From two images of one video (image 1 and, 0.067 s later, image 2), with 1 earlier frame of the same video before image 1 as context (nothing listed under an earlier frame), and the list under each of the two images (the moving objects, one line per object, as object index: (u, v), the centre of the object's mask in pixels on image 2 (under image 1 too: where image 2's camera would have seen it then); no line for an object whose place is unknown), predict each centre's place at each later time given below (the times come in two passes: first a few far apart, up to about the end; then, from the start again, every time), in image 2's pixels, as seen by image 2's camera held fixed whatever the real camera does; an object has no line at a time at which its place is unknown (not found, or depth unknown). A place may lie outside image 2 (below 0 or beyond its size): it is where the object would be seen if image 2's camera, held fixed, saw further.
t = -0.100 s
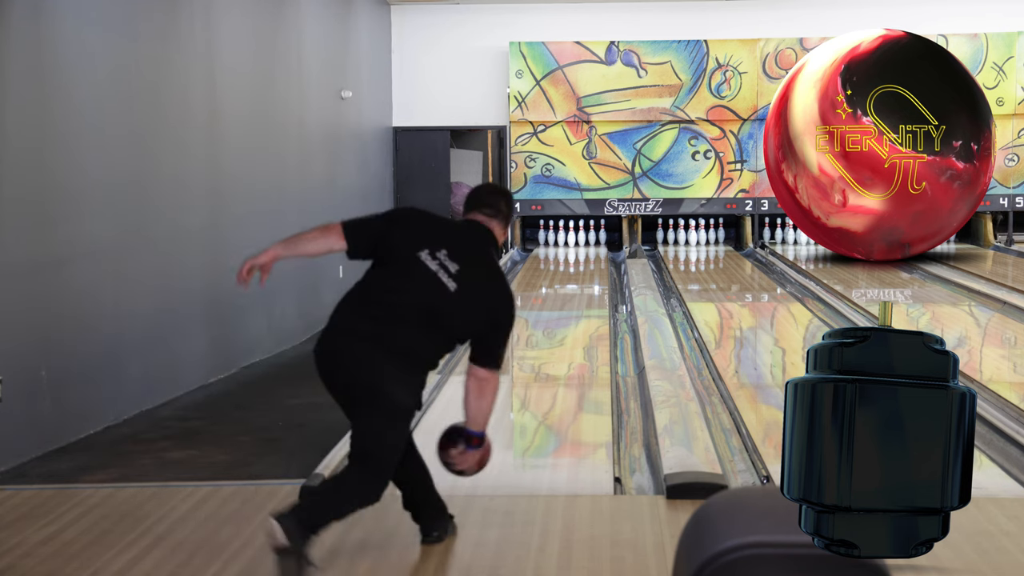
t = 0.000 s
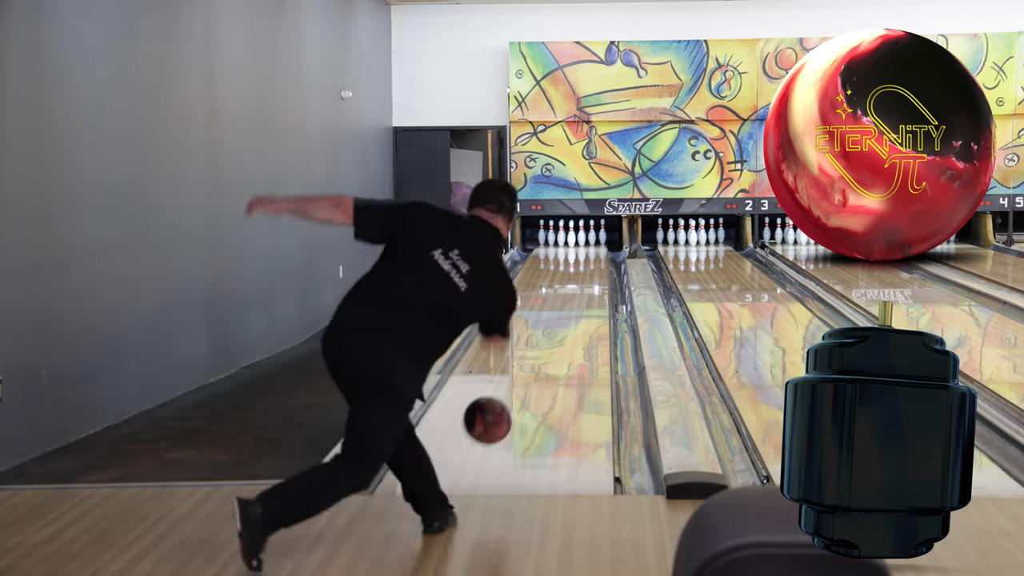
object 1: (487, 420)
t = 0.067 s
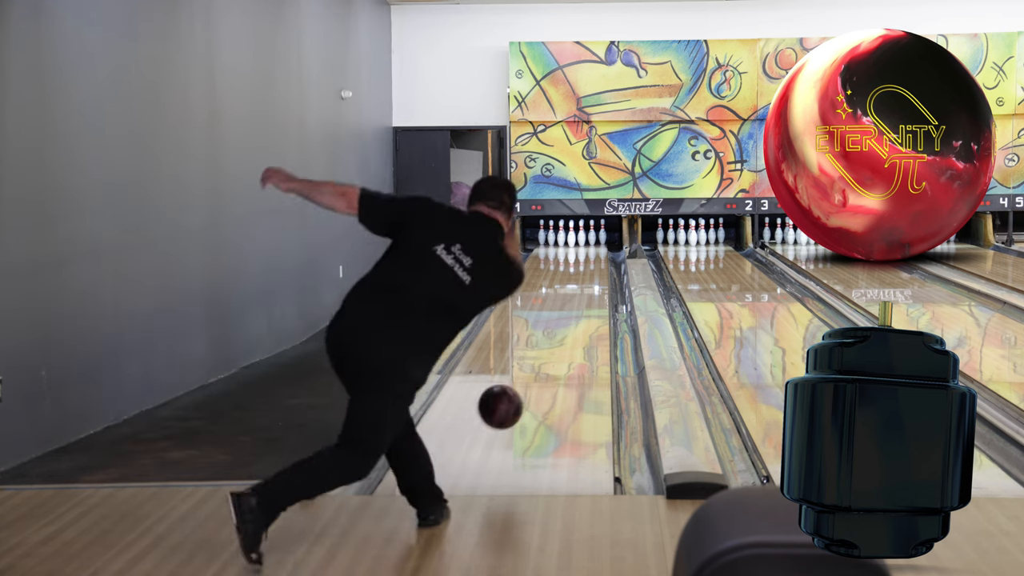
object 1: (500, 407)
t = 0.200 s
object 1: (521, 409)
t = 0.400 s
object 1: (543, 370)
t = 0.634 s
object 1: (561, 336)
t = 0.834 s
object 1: (571, 313)
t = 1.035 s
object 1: (579, 296)
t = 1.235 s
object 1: (586, 282)
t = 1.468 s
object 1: (591, 269)
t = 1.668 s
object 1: (592, 259)
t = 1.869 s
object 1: (589, 251)
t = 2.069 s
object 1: (581, 245)
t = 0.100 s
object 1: (506, 404)
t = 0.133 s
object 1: (511, 404)
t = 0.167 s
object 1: (516, 405)
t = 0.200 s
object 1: (521, 409)
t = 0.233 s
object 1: (525, 400)
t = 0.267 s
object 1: (529, 392)
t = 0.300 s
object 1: (533, 385)
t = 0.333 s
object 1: (536, 380)
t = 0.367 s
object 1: (540, 376)
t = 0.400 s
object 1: (543, 370)
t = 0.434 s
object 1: (546, 364)
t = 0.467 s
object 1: (549, 359)
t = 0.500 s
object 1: (551, 354)
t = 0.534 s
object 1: (554, 349)
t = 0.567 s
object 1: (556, 344)
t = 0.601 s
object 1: (558, 340)
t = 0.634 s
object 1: (561, 336)
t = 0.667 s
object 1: (563, 332)
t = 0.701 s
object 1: (564, 328)
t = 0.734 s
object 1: (566, 324)
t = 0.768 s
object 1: (568, 320)
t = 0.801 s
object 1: (570, 317)
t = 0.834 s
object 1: (571, 313)
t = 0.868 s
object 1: (573, 310)
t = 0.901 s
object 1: (575, 308)
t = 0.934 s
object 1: (576, 304)
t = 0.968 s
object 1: (577, 301)
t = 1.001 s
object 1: (578, 299)
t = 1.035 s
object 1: (579, 296)
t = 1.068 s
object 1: (581, 294)
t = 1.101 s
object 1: (582, 291)
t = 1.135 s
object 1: (583, 289)
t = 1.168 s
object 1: (584, 287)
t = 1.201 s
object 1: (585, 284)
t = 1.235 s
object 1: (586, 282)
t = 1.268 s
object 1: (586, 280)
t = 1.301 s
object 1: (588, 278)
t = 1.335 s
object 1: (588, 276)
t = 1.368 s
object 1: (589, 274)
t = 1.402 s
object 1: (589, 272)
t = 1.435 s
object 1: (590, 271)
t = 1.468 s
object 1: (591, 269)
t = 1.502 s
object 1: (591, 267)
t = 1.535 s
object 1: (591, 265)
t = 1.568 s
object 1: (592, 264)
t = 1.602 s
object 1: (592, 262)
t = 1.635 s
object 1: (592, 260)
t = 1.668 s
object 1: (592, 259)
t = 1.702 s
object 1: (592, 257)
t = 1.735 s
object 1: (592, 256)
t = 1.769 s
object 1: (591, 255)
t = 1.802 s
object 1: (590, 253)
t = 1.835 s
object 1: (590, 253)
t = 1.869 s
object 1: (589, 251)
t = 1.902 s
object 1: (588, 250)
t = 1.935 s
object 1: (587, 249)
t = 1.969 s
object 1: (586, 248)
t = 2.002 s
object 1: (584, 247)
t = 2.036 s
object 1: (582, 246)
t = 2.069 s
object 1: (581, 245)
